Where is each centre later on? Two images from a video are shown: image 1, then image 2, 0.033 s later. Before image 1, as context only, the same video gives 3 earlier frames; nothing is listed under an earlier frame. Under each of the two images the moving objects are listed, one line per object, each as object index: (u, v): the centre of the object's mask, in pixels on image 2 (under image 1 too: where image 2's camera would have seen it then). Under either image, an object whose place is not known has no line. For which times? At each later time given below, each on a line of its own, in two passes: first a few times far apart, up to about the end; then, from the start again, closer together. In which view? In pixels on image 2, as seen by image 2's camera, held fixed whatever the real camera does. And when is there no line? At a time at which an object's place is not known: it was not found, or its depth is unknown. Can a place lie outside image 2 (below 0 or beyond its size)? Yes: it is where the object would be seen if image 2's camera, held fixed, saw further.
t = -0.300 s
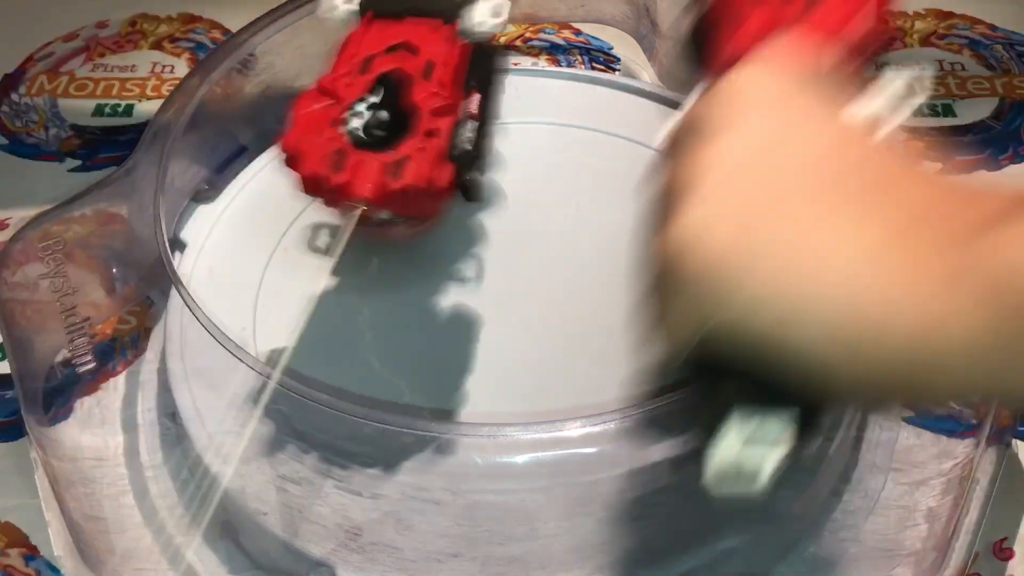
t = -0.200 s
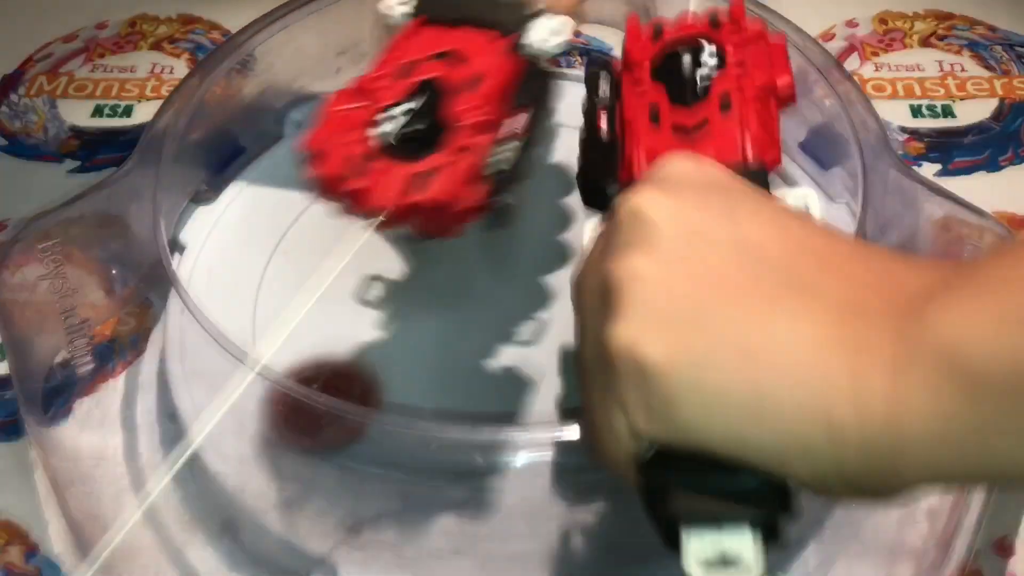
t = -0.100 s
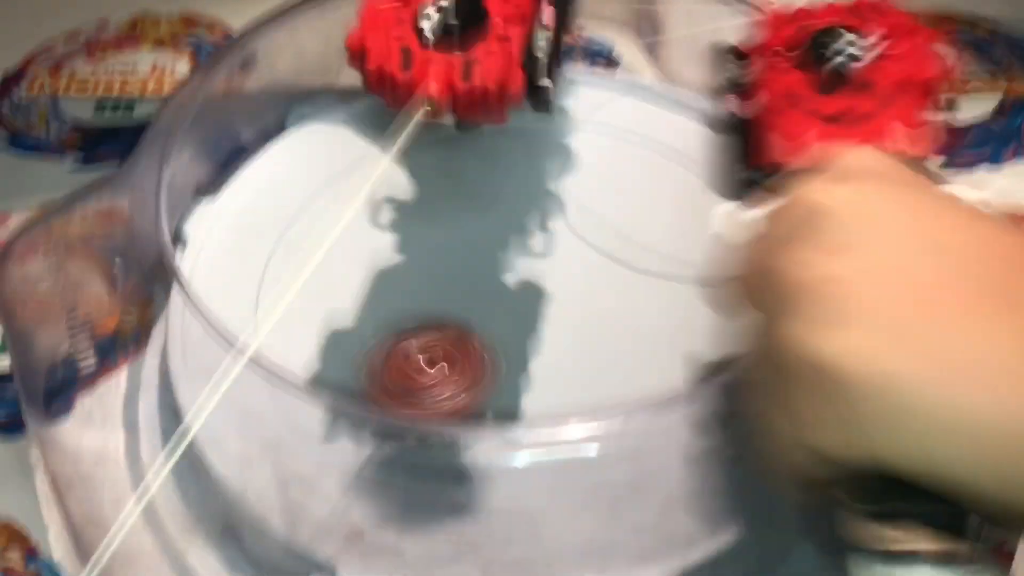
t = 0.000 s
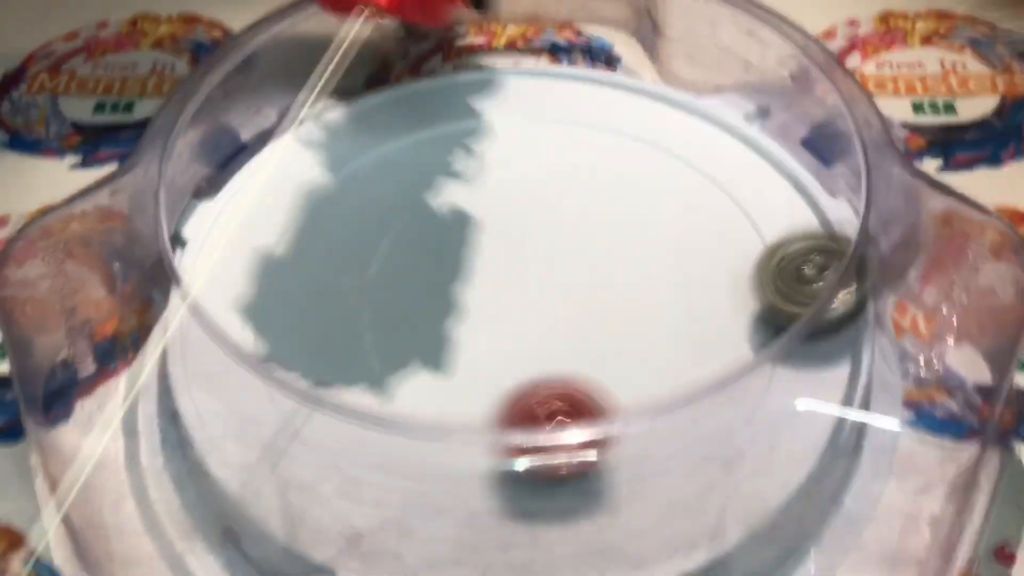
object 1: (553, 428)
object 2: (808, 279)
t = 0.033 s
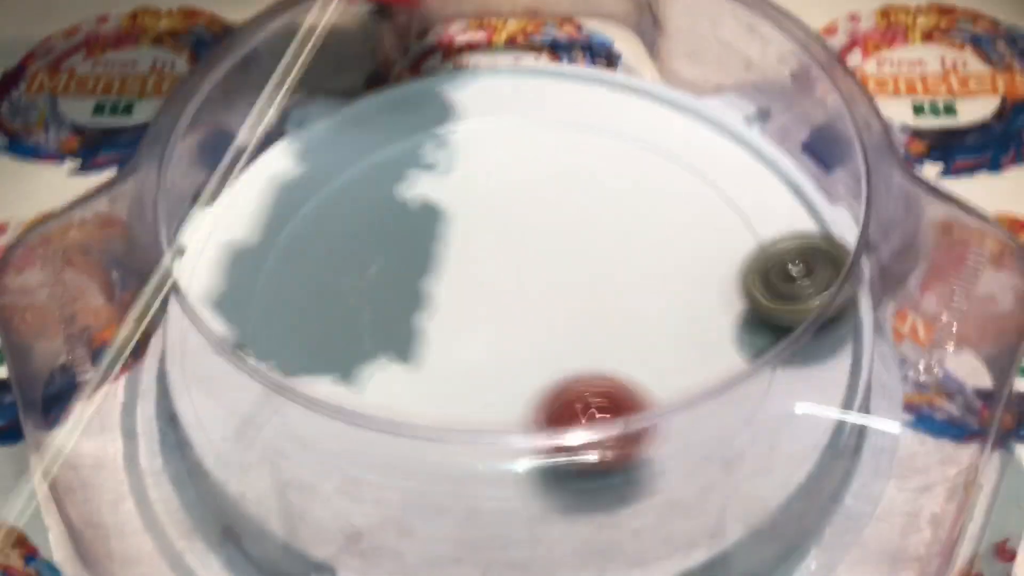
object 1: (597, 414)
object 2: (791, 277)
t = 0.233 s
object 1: (713, 334)
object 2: (658, 230)
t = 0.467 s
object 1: (584, 240)
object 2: (383, 250)
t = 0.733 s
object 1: (370, 305)
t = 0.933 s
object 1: (413, 425)
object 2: (663, 457)
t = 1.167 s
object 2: (659, 196)
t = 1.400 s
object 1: (552, 246)
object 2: (324, 165)
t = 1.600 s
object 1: (408, 213)
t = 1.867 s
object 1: (340, 313)
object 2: (639, 400)
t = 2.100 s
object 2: (647, 130)
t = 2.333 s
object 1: (556, 244)
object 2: (380, 105)
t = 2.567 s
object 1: (484, 177)
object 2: (448, 370)
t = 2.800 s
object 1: (415, 239)
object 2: (761, 311)
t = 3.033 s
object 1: (513, 301)
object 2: (728, 154)
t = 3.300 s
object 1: (623, 249)
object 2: (411, 253)
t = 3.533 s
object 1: (566, 209)
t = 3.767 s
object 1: (527, 269)
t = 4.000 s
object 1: (570, 322)
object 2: (557, 210)
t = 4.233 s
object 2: (296, 232)
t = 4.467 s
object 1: (562, 292)
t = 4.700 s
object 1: (497, 296)
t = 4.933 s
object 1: (390, 290)
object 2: (634, 163)
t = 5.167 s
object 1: (396, 337)
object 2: (427, 125)
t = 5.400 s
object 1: (464, 325)
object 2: (353, 302)
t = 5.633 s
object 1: (538, 272)
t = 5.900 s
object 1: (529, 198)
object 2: (707, 260)
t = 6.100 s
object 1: (485, 200)
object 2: (578, 163)
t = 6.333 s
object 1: (438, 283)
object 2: (418, 200)
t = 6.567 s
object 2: (416, 336)
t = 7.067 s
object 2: (446, 195)
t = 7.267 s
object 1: (629, 247)
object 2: (374, 301)
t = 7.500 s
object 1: (516, 262)
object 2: (571, 352)
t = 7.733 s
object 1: (415, 306)
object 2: (639, 214)
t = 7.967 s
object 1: (408, 347)
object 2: (471, 178)
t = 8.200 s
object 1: (472, 389)
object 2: (390, 267)
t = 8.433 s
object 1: (559, 387)
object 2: (478, 309)
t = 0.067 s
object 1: (630, 414)
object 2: (781, 275)
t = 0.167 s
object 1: (706, 349)
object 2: (716, 268)
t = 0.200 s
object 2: (689, 248)
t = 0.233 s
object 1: (713, 334)
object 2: (658, 230)
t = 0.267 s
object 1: (708, 320)
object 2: (622, 219)
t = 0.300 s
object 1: (697, 302)
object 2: (583, 214)
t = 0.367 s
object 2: (501, 216)
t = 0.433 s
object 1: (612, 246)
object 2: (419, 235)
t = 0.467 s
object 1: (584, 240)
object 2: (383, 250)
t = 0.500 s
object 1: (554, 236)
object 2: (349, 270)
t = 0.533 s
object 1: (524, 236)
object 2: (322, 291)
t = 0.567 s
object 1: (495, 240)
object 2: (301, 317)
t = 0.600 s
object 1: (466, 247)
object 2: (294, 338)
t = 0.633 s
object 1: (438, 257)
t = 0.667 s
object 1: (413, 269)
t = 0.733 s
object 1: (370, 305)
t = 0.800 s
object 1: (351, 352)
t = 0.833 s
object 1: (357, 372)
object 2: (503, 483)
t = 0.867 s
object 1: (368, 394)
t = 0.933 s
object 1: (413, 425)
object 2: (663, 457)
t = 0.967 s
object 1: (440, 444)
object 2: (701, 417)
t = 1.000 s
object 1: (473, 446)
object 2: (728, 377)
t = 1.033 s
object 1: (504, 444)
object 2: (736, 330)
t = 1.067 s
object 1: (536, 430)
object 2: (739, 295)
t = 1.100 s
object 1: (562, 411)
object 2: (721, 258)
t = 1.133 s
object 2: (694, 224)
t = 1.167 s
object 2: (659, 196)
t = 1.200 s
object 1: (609, 364)
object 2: (616, 174)
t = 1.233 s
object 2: (570, 156)
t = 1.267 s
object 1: (608, 319)
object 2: (521, 146)
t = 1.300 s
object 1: (600, 298)
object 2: (469, 140)
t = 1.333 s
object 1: (588, 280)
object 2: (419, 142)
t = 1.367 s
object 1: (572, 262)
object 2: (369, 150)
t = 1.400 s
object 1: (552, 246)
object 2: (324, 165)
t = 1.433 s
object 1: (531, 234)
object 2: (282, 185)
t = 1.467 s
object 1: (508, 224)
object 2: (244, 217)
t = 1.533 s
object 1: (458, 213)
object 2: (206, 285)
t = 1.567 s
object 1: (433, 212)
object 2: (197, 331)
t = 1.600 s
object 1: (408, 213)
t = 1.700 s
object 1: (346, 239)
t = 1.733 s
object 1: (334, 253)
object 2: (393, 478)
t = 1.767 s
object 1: (329, 266)
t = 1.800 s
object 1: (328, 281)
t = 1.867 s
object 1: (340, 313)
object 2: (639, 400)
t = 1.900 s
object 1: (355, 327)
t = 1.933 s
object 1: (374, 338)
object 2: (698, 322)
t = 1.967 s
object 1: (396, 348)
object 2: (706, 279)
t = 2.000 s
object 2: (705, 236)
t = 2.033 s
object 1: (445, 352)
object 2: (693, 197)
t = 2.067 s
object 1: (467, 348)
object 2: (673, 163)
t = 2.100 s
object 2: (647, 130)
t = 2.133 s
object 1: (509, 330)
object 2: (610, 104)
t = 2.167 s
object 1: (525, 317)
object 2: (566, 93)
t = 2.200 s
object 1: (538, 303)
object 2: (522, 85)
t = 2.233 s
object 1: (548, 289)
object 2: (478, 77)
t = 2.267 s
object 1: (554, 274)
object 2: (434, 68)
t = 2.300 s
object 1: (557, 259)
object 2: (399, 75)
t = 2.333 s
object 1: (556, 244)
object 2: (380, 105)
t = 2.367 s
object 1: (553, 230)
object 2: (366, 143)
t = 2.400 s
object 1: (546, 217)
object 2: (353, 184)
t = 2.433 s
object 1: (538, 204)
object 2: (351, 224)
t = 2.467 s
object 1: (528, 194)
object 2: (359, 267)
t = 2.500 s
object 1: (515, 186)
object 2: (378, 303)
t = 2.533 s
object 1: (500, 180)
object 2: (409, 338)
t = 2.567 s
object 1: (484, 177)
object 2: (448, 370)
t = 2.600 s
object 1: (466, 178)
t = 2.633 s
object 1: (451, 181)
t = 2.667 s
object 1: (436, 187)
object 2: (596, 387)
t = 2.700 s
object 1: (425, 198)
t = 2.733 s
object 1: (417, 212)
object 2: (710, 382)
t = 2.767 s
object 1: (414, 225)
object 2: (755, 359)
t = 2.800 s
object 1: (415, 239)
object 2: (761, 311)
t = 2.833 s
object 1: (421, 254)
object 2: (776, 289)
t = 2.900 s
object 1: (443, 278)
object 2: (797, 236)
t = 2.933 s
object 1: (459, 287)
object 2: (797, 210)
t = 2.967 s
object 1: (476, 294)
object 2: (795, 183)
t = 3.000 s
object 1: (494, 300)
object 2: (767, 165)
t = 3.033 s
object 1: (513, 301)
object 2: (728, 154)
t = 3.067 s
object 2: (688, 152)
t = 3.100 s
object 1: (550, 300)
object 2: (642, 151)
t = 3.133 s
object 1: (569, 297)
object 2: (600, 156)
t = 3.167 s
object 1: (586, 291)
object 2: (556, 166)
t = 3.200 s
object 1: (599, 282)
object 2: (513, 181)
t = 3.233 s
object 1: (611, 272)
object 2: (474, 202)
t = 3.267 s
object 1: (618, 261)
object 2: (440, 224)
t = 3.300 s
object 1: (623, 249)
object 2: (411, 253)
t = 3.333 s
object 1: (624, 237)
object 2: (389, 281)
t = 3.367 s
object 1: (620, 226)
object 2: (372, 312)
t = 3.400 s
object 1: (613, 217)
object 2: (363, 344)
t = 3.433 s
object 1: (603, 210)
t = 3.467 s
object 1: (591, 207)
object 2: (373, 404)
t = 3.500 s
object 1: (579, 206)
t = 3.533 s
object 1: (566, 209)
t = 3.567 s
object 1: (555, 213)
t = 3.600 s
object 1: (546, 221)
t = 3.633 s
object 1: (539, 227)
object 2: (542, 483)
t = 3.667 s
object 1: (534, 237)
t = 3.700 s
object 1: (530, 248)
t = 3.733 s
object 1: (527, 258)
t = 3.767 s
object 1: (527, 269)
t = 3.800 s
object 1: (529, 280)
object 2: (693, 356)
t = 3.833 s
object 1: (532, 290)
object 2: (697, 330)
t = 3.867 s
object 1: (536, 300)
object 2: (682, 299)
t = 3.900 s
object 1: (543, 307)
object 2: (658, 270)
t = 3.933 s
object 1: (551, 314)
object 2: (629, 246)
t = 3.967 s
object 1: (560, 319)
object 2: (595, 225)
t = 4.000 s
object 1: (570, 322)
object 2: (557, 210)
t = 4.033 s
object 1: (581, 324)
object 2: (519, 200)
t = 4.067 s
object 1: (589, 322)
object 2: (480, 195)
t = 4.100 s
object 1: (597, 320)
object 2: (439, 195)
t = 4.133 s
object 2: (401, 197)
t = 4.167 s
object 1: (603, 311)
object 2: (363, 204)
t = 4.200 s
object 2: (328, 216)
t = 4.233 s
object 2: (296, 232)
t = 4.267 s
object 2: (267, 252)
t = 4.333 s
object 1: (586, 298)
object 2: (267, 307)
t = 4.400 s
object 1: (574, 294)
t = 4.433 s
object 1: (567, 293)
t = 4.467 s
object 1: (562, 292)
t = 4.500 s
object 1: (556, 292)
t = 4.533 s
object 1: (550, 292)
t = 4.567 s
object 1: (545, 293)
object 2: (478, 404)
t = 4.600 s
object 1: (537, 294)
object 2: (518, 398)
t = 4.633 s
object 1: (526, 297)
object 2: (556, 386)
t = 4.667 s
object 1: (517, 300)
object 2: (586, 366)
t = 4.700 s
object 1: (497, 296)
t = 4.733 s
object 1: (474, 287)
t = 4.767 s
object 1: (454, 281)
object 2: (659, 297)
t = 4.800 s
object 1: (439, 277)
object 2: (667, 270)
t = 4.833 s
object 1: (425, 277)
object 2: (668, 242)
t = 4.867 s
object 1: (413, 280)
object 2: (663, 214)
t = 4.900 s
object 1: (401, 285)
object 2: (652, 187)
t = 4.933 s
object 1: (390, 290)
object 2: (634, 163)
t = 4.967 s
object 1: (381, 297)
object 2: (612, 144)
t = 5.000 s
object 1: (375, 304)
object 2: (587, 127)
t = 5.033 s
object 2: (557, 117)
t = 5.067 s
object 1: (374, 322)
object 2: (526, 110)
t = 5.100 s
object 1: (380, 329)
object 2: (493, 109)
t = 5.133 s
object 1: (387, 334)
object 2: (458, 114)
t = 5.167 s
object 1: (396, 337)
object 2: (427, 125)
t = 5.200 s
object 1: (405, 338)
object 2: (398, 140)
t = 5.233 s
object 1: (416, 338)
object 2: (375, 160)
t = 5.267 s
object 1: (426, 337)
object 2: (355, 185)
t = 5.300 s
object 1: (437, 336)
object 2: (343, 213)
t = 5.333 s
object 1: (446, 333)
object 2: (339, 240)
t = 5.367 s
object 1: (455, 329)
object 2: (343, 272)
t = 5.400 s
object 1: (464, 325)
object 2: (353, 302)
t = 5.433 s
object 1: (479, 323)
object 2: (363, 326)
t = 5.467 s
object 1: (495, 318)
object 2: (381, 351)
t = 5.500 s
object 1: (507, 311)
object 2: (405, 369)
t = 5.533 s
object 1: (517, 303)
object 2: (434, 381)
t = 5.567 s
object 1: (525, 292)
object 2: (467, 389)
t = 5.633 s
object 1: (538, 272)
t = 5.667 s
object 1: (543, 261)
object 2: (578, 389)
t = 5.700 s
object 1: (546, 251)
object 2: (612, 381)
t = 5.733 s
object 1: (547, 241)
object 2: (645, 368)
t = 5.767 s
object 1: (547, 231)
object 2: (672, 352)
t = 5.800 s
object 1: (545, 222)
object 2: (692, 334)
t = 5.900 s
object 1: (529, 198)
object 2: (707, 260)
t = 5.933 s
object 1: (521, 193)
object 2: (700, 237)
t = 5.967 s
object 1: (511, 191)
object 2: (685, 214)
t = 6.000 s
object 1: (502, 191)
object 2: (663, 196)
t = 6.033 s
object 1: (495, 193)
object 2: (638, 180)
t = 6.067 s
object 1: (489, 195)
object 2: (610, 170)
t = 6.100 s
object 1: (485, 200)
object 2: (578, 163)
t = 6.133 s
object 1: (470, 210)
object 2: (555, 156)
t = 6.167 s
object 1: (451, 222)
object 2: (533, 153)
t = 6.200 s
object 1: (440, 234)
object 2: (509, 154)
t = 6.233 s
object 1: (434, 246)
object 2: (483, 160)
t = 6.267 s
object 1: (432, 259)
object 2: (459, 169)
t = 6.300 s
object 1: (434, 271)
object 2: (437, 183)
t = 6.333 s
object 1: (438, 283)
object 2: (418, 200)
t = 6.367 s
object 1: (443, 296)
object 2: (404, 218)
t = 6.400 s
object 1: (455, 317)
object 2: (391, 235)
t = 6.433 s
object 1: (471, 339)
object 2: (382, 250)
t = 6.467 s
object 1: (489, 356)
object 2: (378, 268)
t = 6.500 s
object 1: (512, 371)
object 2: (381, 292)
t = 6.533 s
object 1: (537, 381)
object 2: (395, 317)
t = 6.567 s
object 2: (416, 336)
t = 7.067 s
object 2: (446, 195)
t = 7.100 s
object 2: (420, 202)
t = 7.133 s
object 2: (398, 216)
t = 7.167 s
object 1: (677, 250)
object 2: (382, 232)
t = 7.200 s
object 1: (661, 249)
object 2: (371, 255)
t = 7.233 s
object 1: (645, 247)
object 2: (368, 278)
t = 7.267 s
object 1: (629, 247)
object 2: (374, 301)
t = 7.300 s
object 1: (613, 248)
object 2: (391, 323)
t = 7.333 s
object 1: (596, 248)
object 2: (413, 341)
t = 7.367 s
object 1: (580, 250)
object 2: (440, 354)
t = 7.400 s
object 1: (562, 252)
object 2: (473, 363)
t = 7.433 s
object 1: (546, 254)
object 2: (507, 364)
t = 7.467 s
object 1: (530, 258)
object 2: (539, 362)
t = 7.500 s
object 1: (516, 262)
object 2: (571, 352)
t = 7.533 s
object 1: (500, 267)
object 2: (599, 338)
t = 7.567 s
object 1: (482, 273)
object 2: (621, 320)
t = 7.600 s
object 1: (466, 278)
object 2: (637, 300)
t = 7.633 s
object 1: (450, 285)
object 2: (648, 279)
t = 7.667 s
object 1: (436, 292)
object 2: (651, 255)
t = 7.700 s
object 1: (425, 299)
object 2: (648, 234)
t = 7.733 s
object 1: (415, 306)
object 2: (639, 214)
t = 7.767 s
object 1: (408, 313)
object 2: (624, 196)
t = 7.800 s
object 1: (403, 320)
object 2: (603, 182)
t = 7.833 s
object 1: (400, 328)
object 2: (580, 172)
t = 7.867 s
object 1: (399, 335)
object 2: (553, 166)
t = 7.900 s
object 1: (401, 341)
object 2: (525, 166)
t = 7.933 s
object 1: (404, 345)
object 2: (498, 170)
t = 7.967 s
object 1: (408, 347)
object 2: (471, 178)
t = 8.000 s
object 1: (413, 348)
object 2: (447, 191)
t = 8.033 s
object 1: (419, 349)
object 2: (427, 207)
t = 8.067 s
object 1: (425, 348)
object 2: (412, 227)
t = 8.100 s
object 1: (432, 346)
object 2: (401, 248)
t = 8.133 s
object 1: (440, 350)
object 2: (395, 267)
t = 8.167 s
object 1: (454, 374)
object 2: (391, 265)
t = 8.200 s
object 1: (472, 389)
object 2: (390, 267)
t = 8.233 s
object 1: (487, 395)
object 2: (391, 273)
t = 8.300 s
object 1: (513, 397)
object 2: (404, 290)
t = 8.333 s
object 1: (524, 396)
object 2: (418, 299)
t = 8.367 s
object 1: (537, 394)
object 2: (435, 306)
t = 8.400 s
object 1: (547, 391)
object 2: (455, 309)
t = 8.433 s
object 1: (559, 387)
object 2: (478, 309)
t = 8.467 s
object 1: (569, 382)
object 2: (499, 305)
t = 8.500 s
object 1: (577, 376)
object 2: (519, 295)
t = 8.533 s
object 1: (584, 368)
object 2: (537, 284)
